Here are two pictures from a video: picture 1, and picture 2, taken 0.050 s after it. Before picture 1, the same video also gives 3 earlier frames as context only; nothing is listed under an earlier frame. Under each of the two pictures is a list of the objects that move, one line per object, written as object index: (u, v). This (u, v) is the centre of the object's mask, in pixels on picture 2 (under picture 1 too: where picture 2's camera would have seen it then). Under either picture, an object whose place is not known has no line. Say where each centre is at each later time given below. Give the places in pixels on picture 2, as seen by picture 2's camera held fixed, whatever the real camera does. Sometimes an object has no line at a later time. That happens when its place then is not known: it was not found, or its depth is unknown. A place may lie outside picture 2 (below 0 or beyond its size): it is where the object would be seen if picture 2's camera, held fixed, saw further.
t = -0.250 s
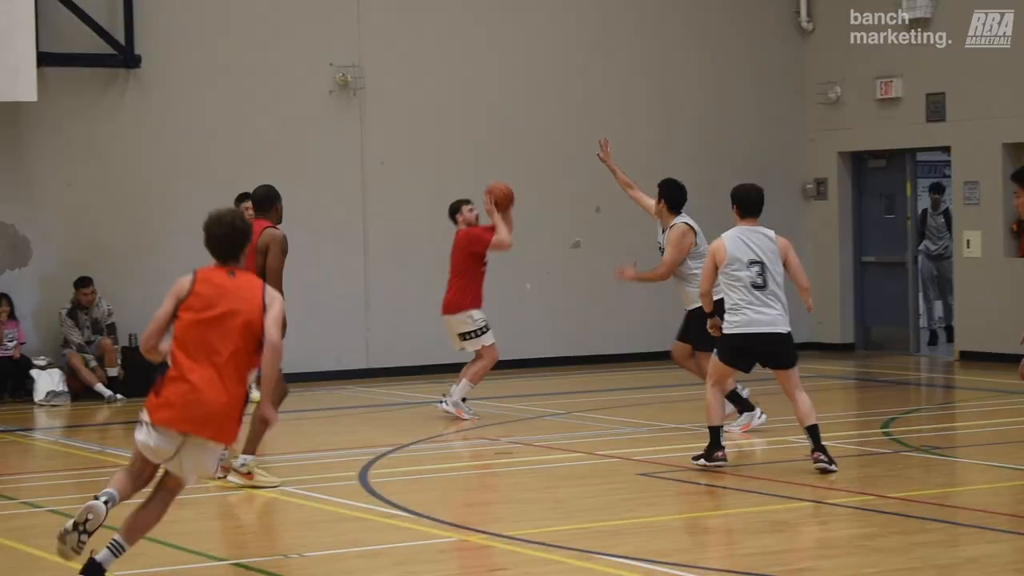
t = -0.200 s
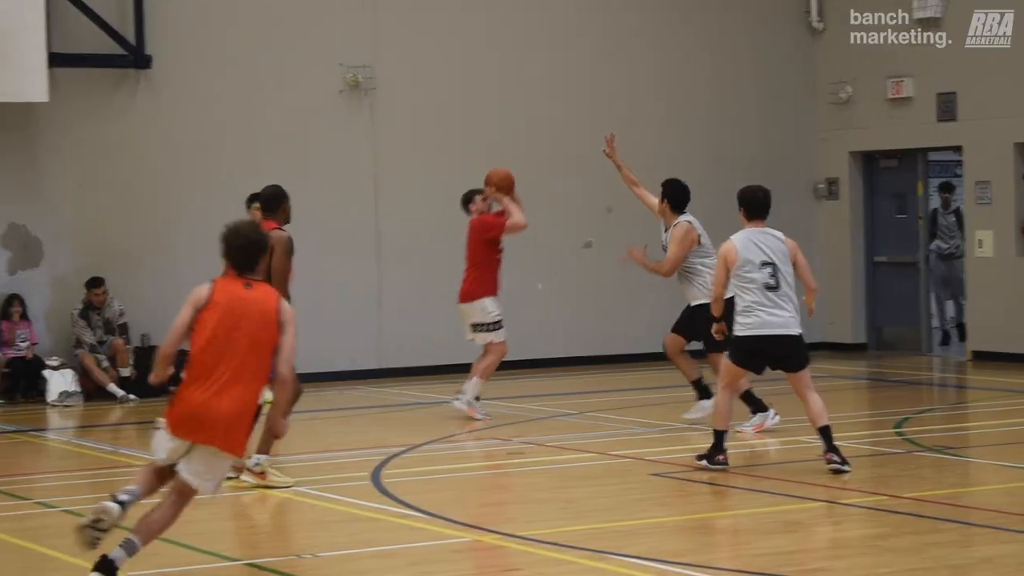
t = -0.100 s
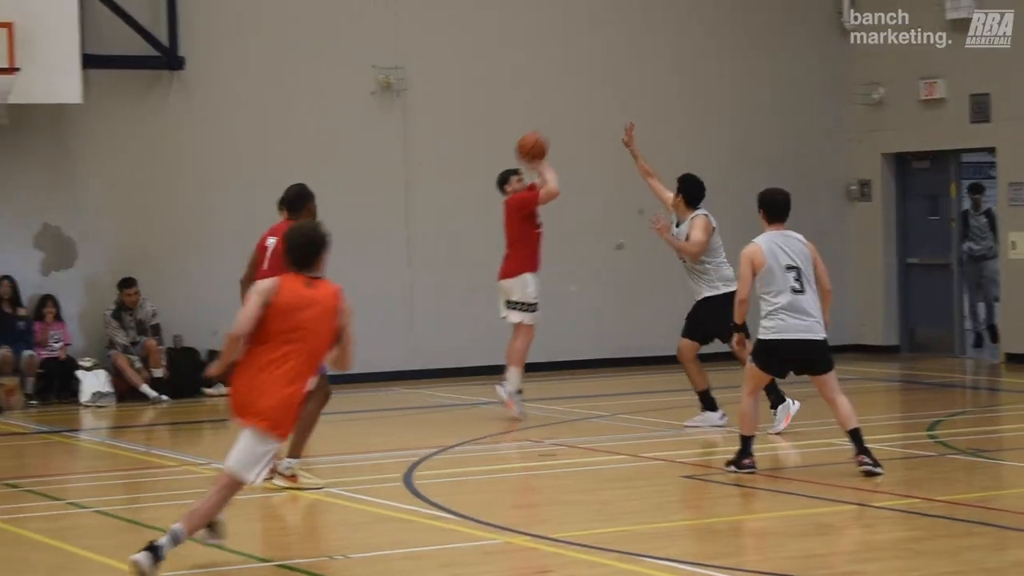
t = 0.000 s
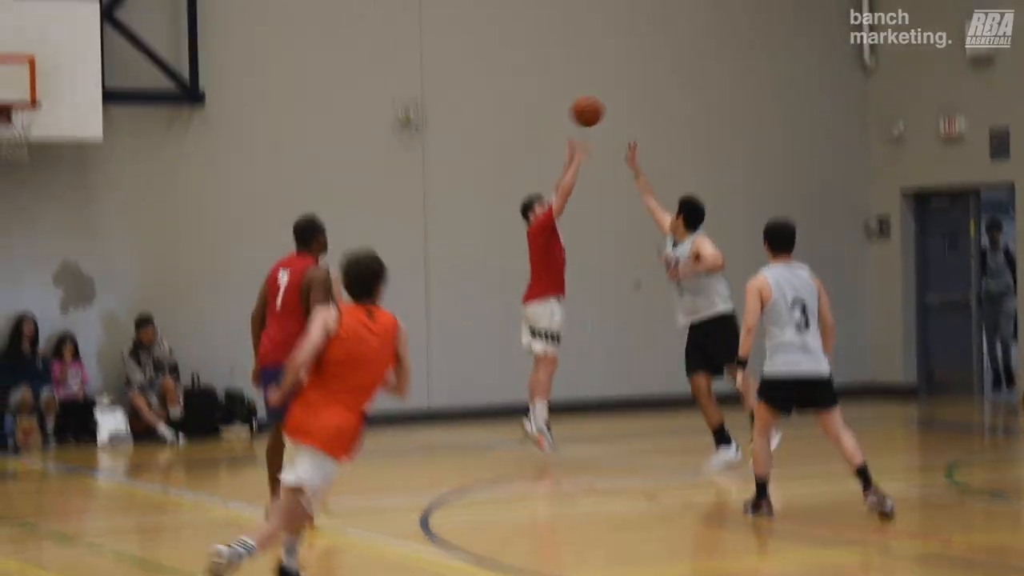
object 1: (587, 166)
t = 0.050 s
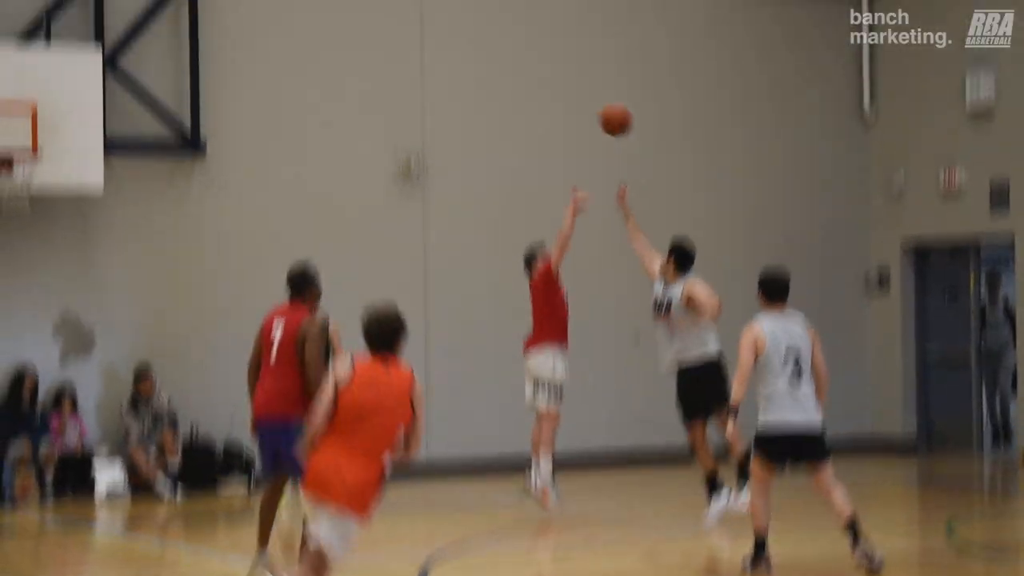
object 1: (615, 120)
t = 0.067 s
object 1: (626, 106)
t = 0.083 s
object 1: (637, 92)
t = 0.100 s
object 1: (646, 80)
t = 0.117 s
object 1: (657, 68)
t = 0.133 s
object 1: (667, 55)
